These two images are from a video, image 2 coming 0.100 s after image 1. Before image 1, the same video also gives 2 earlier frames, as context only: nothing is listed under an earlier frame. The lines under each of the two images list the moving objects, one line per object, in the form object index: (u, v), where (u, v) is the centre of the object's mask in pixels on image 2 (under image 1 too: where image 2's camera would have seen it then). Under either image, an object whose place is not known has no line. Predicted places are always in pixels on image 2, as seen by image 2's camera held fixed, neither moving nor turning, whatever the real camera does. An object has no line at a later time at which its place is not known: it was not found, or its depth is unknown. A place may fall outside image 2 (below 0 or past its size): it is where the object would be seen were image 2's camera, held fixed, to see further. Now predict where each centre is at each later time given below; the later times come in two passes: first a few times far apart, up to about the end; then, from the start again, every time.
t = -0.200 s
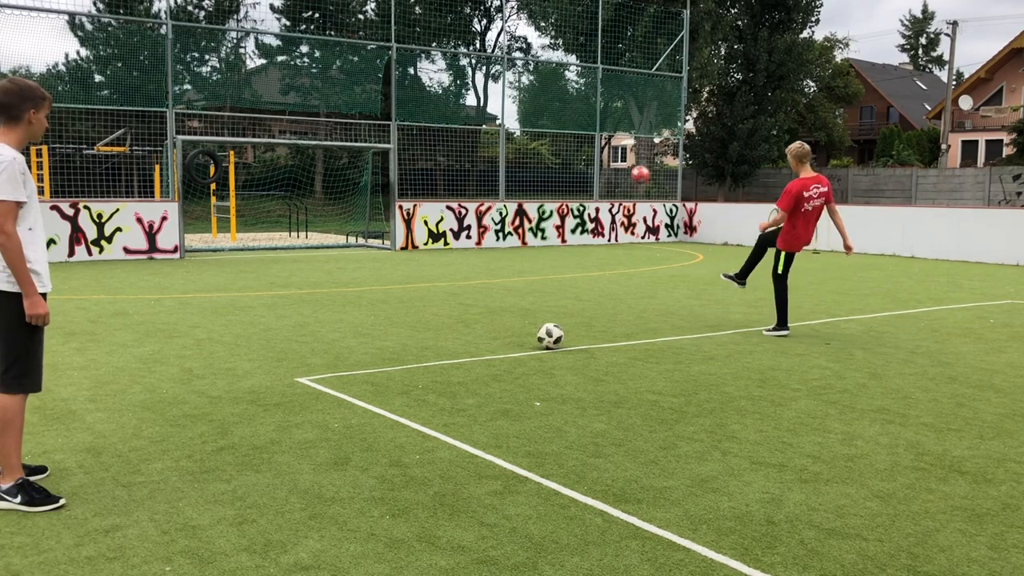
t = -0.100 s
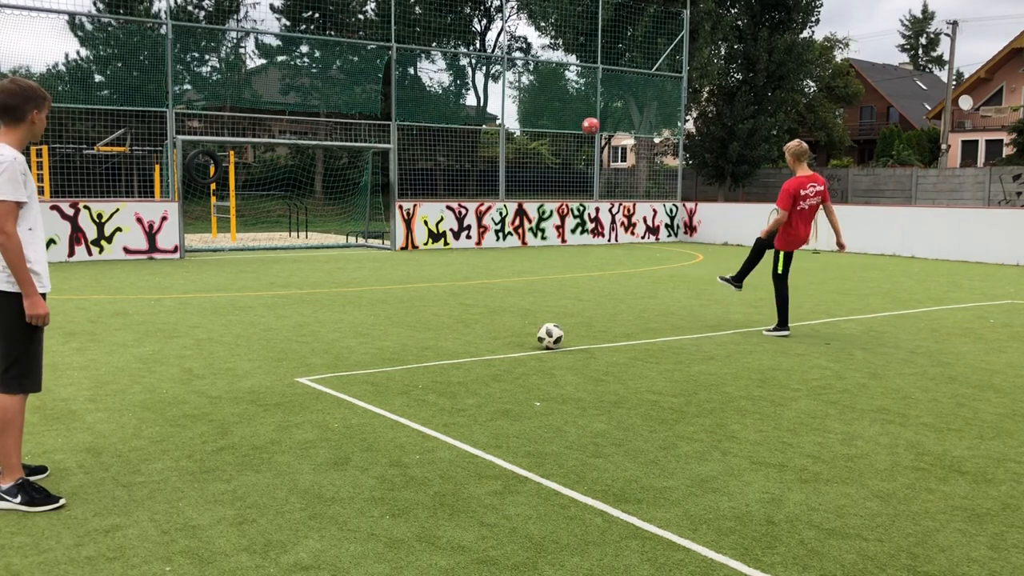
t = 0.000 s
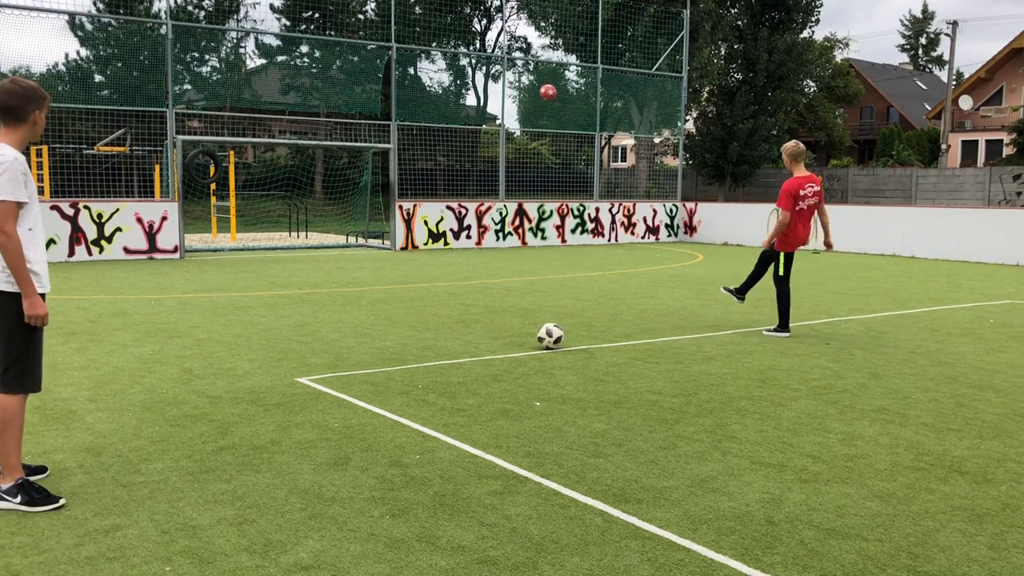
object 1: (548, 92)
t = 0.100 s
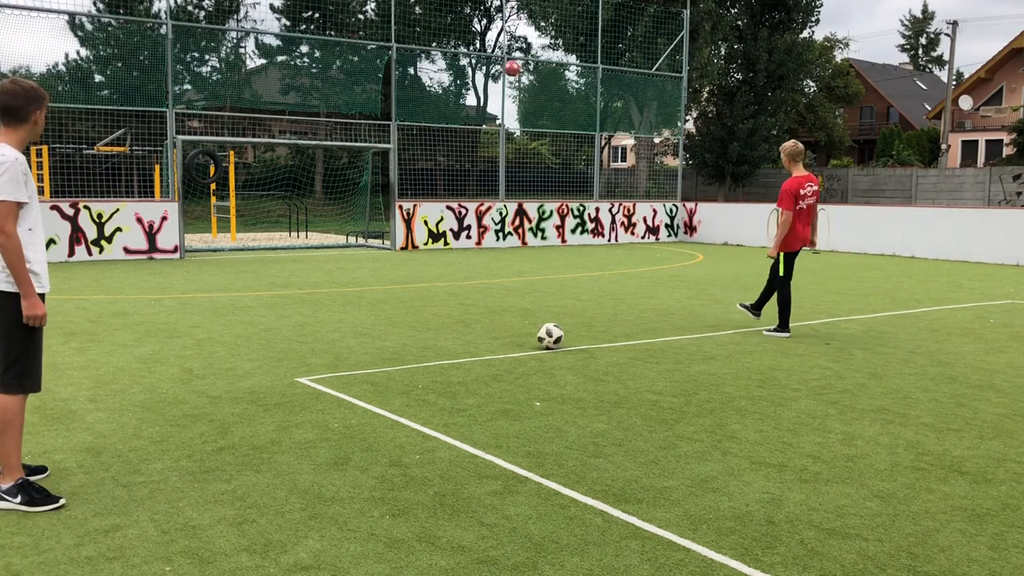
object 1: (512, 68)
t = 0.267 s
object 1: (463, 48)
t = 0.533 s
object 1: (405, 55)
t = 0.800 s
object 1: (363, 88)
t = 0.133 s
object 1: (501, 62)
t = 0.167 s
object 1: (492, 58)
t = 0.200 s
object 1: (481, 54)
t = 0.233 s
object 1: (472, 51)
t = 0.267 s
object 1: (463, 48)
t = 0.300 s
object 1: (454, 48)
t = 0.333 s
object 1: (446, 45)
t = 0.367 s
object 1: (438, 46)
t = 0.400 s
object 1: (431, 46)
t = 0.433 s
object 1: (424, 47)
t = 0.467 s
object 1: (417, 49)
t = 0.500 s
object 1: (411, 51)
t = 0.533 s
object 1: (405, 55)
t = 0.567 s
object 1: (399, 58)
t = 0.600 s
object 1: (392, 62)
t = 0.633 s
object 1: (387, 65)
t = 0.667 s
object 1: (382, 70)
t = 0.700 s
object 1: (376, 75)
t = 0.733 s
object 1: (372, 80)
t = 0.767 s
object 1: (367, 86)
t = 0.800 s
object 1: (363, 88)
